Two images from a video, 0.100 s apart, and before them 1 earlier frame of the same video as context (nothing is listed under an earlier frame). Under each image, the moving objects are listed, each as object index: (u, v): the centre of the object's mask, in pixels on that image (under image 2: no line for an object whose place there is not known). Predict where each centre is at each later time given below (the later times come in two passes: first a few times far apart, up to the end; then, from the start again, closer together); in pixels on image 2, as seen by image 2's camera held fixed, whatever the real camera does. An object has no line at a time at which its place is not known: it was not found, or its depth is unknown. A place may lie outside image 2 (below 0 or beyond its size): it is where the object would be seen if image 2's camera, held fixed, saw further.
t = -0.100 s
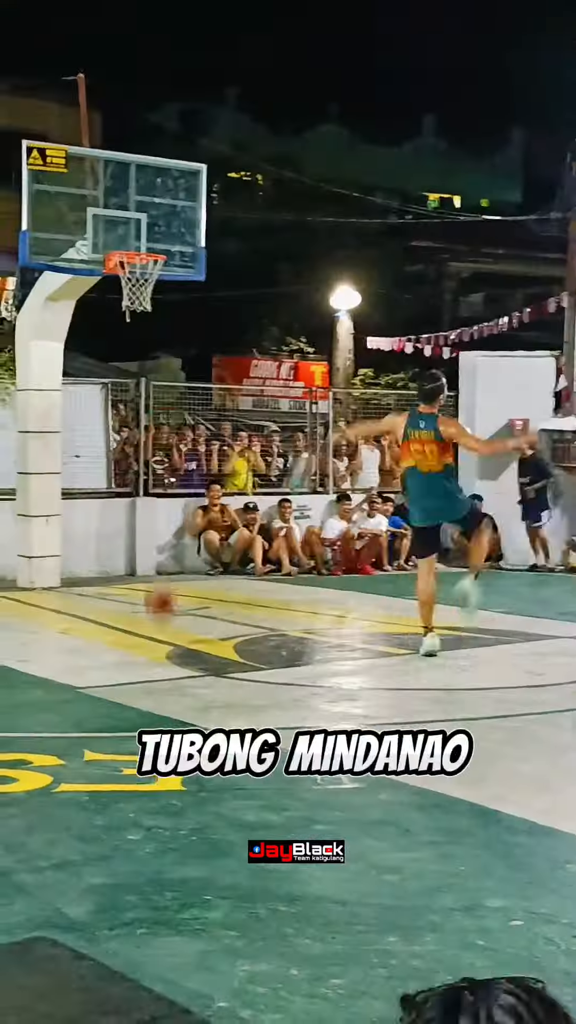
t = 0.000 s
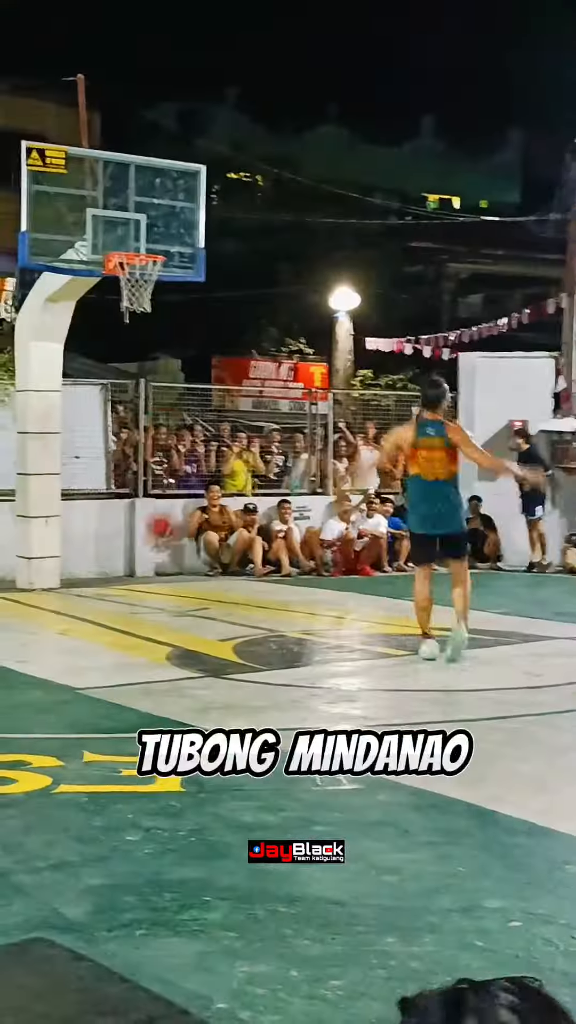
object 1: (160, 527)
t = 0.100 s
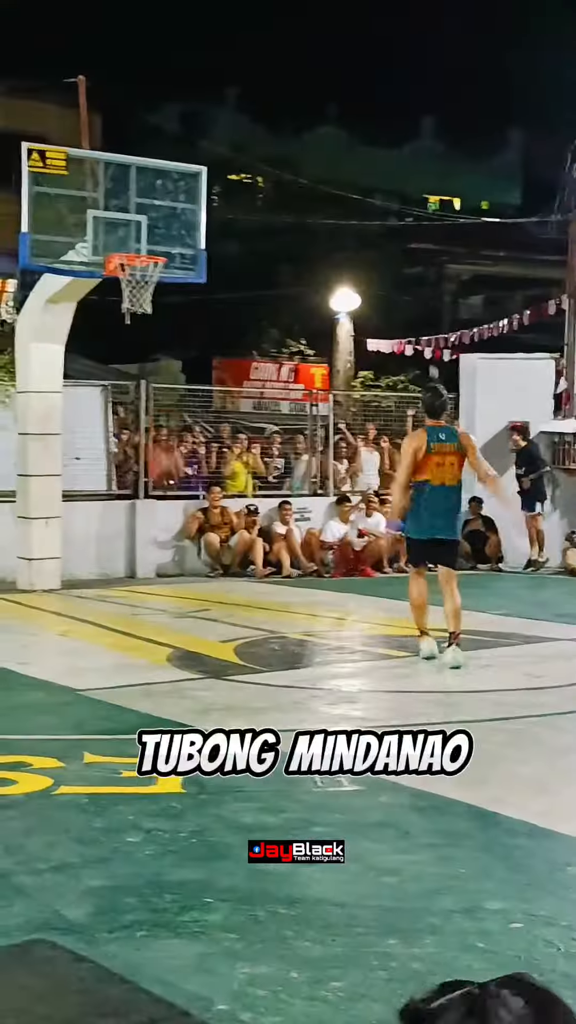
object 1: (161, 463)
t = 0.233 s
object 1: (168, 403)
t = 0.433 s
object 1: (171, 350)
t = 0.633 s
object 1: (174, 364)
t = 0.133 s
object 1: (165, 444)
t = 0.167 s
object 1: (166, 430)
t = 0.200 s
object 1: (166, 413)
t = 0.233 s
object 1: (168, 403)
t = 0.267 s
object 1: (167, 384)
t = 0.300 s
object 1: (170, 373)
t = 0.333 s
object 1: (169, 366)
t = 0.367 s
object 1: (170, 359)
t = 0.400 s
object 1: (170, 354)
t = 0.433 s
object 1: (171, 350)
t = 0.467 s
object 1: (172, 347)
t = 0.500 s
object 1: (173, 347)
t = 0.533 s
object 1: (173, 349)
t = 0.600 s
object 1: (175, 357)
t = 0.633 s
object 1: (174, 364)
